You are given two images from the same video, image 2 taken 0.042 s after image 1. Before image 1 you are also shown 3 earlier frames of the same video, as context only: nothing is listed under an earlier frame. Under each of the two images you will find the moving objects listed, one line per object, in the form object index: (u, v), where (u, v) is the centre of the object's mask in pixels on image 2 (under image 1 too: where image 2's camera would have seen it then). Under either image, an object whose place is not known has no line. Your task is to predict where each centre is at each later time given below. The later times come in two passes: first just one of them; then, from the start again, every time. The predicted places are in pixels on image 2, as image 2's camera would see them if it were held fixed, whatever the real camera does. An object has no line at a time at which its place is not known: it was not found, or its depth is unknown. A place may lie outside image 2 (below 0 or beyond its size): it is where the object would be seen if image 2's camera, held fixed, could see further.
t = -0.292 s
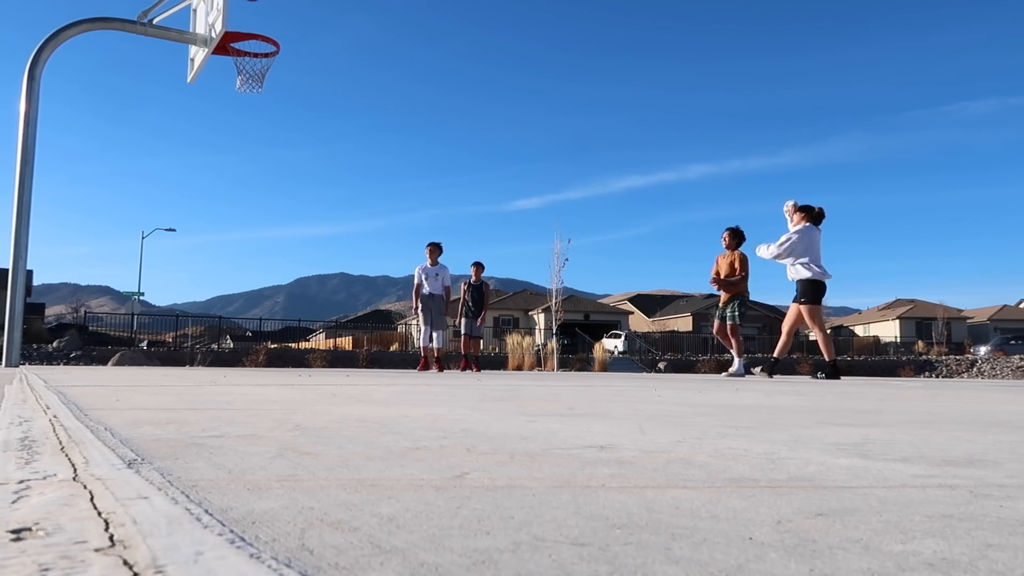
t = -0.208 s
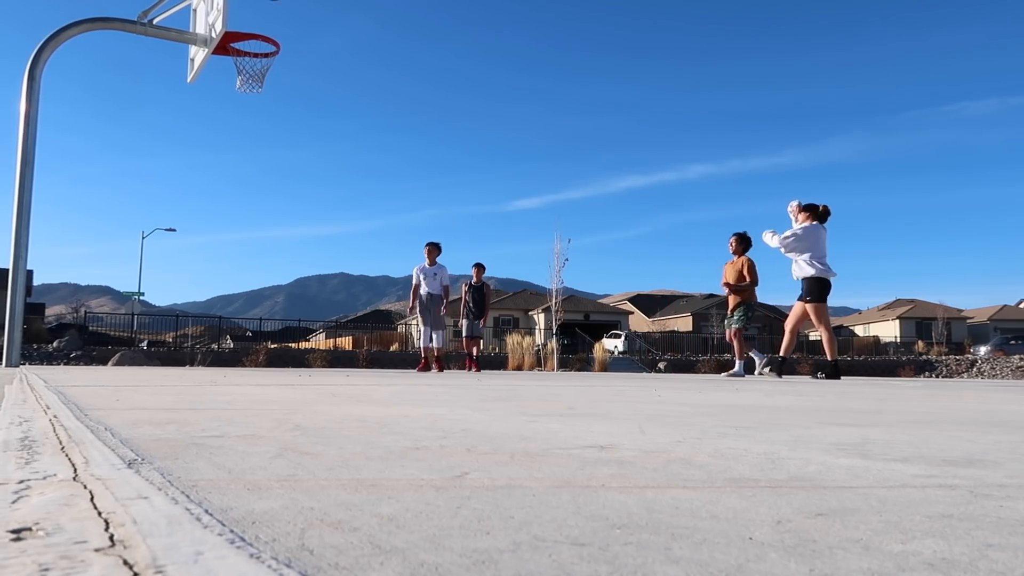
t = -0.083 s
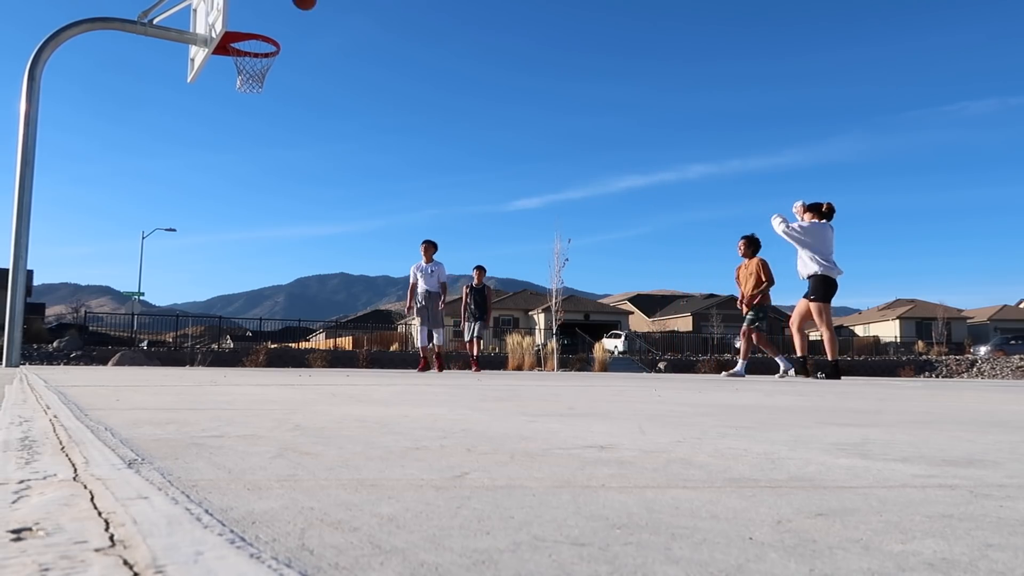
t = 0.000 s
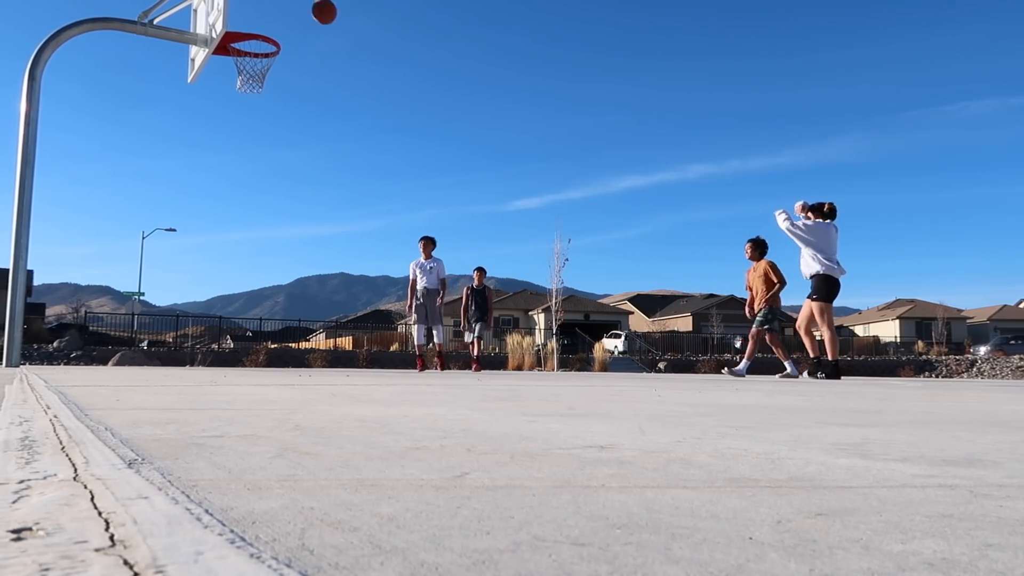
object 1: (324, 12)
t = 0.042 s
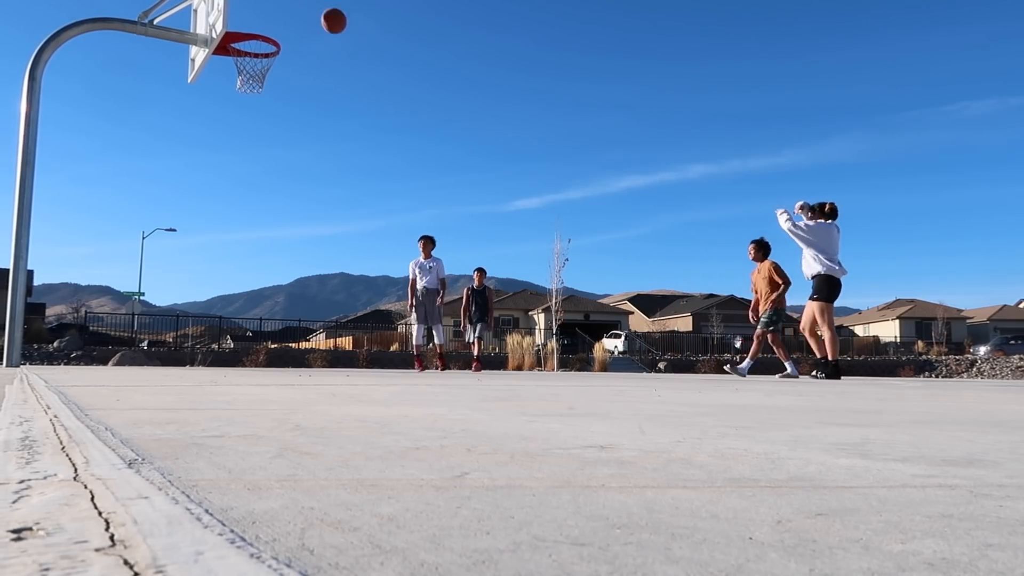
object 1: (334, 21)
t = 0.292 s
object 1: (389, 108)
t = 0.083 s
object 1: (343, 31)
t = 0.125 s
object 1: (353, 44)
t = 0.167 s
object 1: (362, 58)
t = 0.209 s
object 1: (371, 73)
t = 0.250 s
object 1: (381, 90)
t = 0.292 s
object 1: (389, 108)
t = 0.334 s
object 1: (398, 128)
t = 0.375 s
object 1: (407, 149)
